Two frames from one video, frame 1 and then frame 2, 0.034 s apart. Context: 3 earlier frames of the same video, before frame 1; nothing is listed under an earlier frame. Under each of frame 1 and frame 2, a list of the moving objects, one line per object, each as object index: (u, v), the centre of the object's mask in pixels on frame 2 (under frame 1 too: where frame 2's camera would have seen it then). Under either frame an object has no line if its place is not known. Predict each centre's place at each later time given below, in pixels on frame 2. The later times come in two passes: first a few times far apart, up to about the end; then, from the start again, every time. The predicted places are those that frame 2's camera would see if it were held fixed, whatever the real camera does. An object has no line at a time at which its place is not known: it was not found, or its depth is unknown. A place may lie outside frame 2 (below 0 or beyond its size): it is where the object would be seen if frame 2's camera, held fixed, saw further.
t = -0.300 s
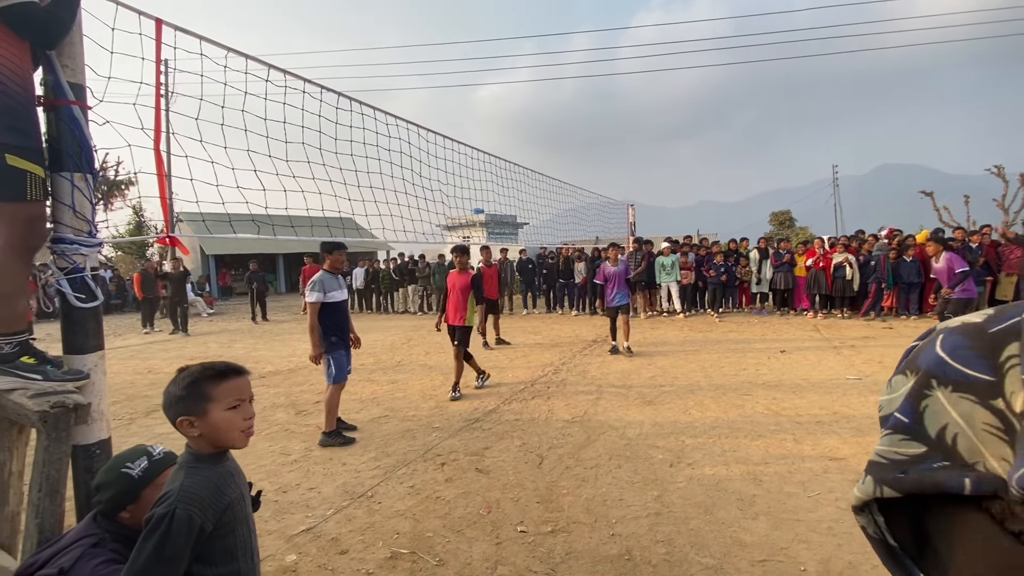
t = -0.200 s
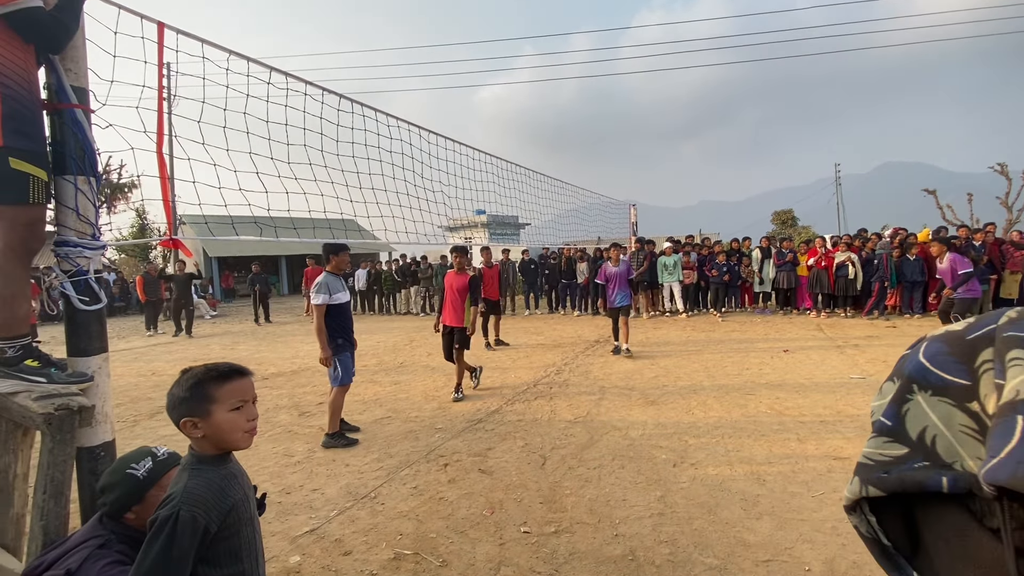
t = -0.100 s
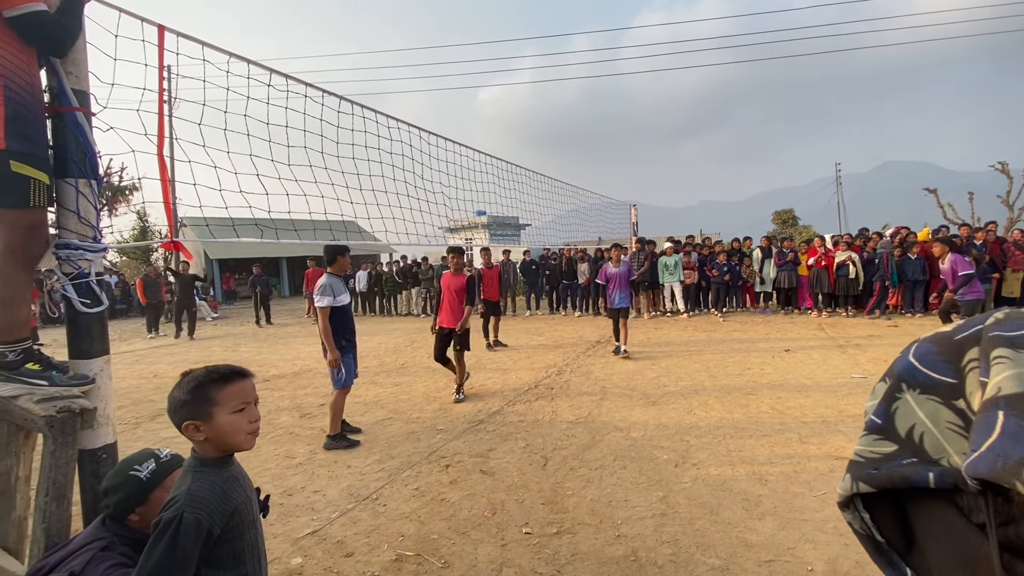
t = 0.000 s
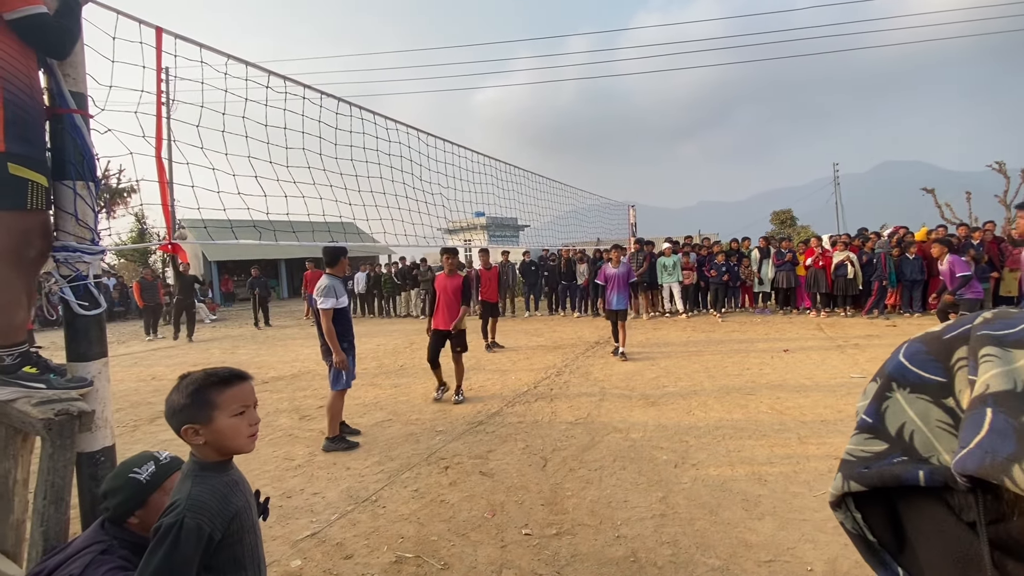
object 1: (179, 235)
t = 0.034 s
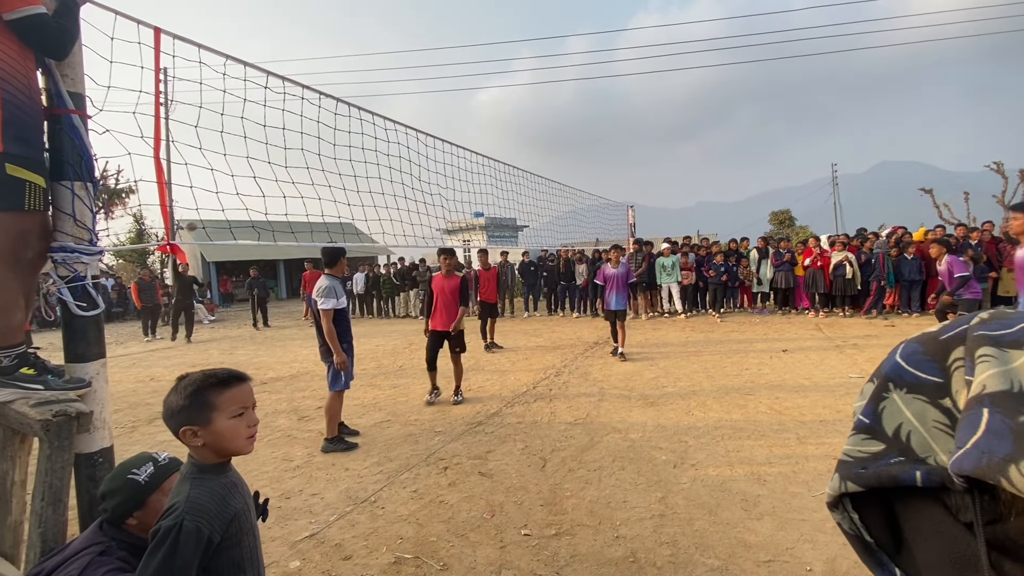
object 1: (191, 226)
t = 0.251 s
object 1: (273, 166)
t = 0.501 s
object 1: (389, 119)
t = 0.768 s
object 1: (540, 103)
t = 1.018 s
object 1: (700, 134)
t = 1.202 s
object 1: (827, 190)
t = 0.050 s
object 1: (197, 221)
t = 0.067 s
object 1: (203, 216)
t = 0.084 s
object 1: (209, 210)
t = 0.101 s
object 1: (214, 206)
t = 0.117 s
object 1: (221, 201)
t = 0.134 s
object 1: (227, 196)
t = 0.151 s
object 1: (233, 192)
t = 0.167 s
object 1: (240, 187)
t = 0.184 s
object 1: (246, 182)
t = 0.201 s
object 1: (253, 178)
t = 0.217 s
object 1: (259, 174)
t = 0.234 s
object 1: (266, 170)
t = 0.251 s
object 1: (273, 166)
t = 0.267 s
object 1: (281, 161)
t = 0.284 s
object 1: (288, 158)
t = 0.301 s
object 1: (295, 154)
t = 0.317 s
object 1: (303, 150)
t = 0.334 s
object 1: (310, 147)
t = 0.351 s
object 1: (317, 143)
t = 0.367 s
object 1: (325, 141)
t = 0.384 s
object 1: (332, 137)
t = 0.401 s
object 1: (340, 134)
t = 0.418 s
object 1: (348, 131)
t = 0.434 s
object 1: (356, 129)
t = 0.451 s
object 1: (364, 125)
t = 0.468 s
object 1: (373, 123)
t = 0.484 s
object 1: (381, 121)
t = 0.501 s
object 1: (389, 119)
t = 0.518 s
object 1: (398, 116)
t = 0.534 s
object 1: (407, 114)
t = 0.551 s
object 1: (415, 113)
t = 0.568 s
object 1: (424, 111)
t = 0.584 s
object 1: (433, 109)
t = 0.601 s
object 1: (442, 108)
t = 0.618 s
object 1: (452, 107)
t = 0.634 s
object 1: (461, 106)
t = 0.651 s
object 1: (470, 104)
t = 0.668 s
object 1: (480, 104)
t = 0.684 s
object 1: (490, 103)
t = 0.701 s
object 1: (499, 103)
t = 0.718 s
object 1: (509, 102)
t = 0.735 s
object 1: (519, 102)
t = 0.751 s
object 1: (529, 102)
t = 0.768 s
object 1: (540, 103)
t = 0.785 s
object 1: (550, 103)
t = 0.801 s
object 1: (560, 104)
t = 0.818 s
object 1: (570, 106)
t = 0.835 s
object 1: (580, 107)
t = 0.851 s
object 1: (591, 109)
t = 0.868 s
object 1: (601, 110)
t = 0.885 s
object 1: (612, 112)
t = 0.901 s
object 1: (622, 114)
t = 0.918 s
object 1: (633, 116)
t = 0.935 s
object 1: (644, 118)
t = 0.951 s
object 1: (656, 121)
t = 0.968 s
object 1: (666, 124)
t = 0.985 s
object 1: (677, 127)
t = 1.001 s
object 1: (688, 131)
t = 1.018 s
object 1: (700, 134)
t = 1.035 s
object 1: (710, 138)
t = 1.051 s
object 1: (722, 142)
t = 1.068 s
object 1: (734, 147)
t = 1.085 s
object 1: (745, 152)
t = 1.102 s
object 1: (757, 156)
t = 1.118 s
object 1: (768, 161)
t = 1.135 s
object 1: (780, 166)
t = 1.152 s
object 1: (792, 172)
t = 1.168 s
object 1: (803, 178)
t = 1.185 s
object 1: (815, 184)
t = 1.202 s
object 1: (827, 190)
